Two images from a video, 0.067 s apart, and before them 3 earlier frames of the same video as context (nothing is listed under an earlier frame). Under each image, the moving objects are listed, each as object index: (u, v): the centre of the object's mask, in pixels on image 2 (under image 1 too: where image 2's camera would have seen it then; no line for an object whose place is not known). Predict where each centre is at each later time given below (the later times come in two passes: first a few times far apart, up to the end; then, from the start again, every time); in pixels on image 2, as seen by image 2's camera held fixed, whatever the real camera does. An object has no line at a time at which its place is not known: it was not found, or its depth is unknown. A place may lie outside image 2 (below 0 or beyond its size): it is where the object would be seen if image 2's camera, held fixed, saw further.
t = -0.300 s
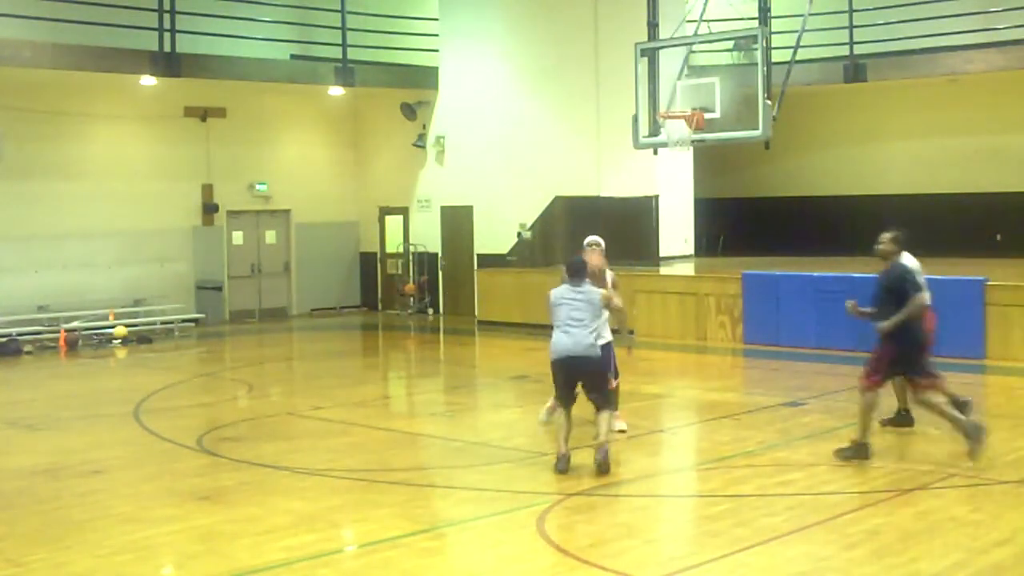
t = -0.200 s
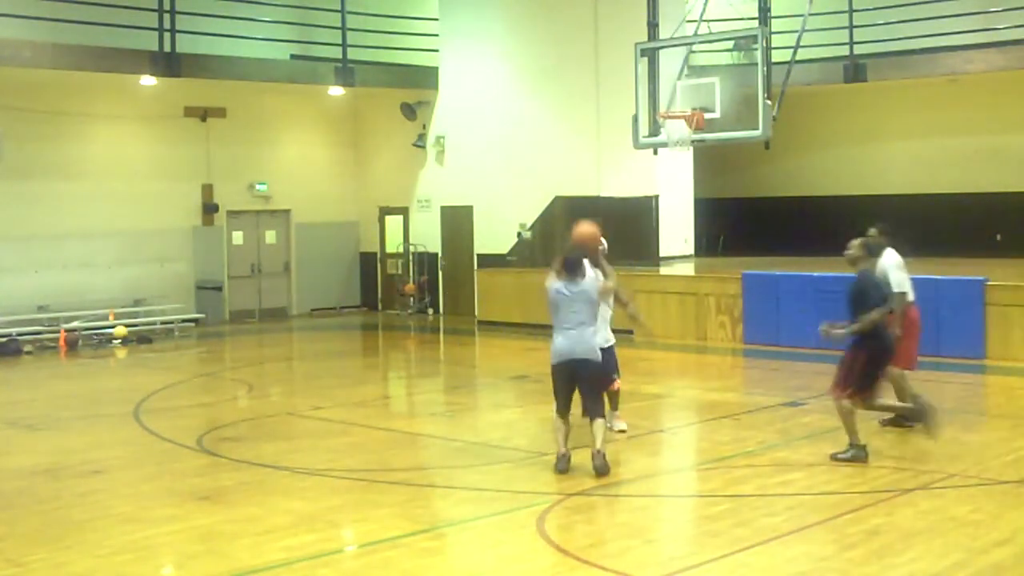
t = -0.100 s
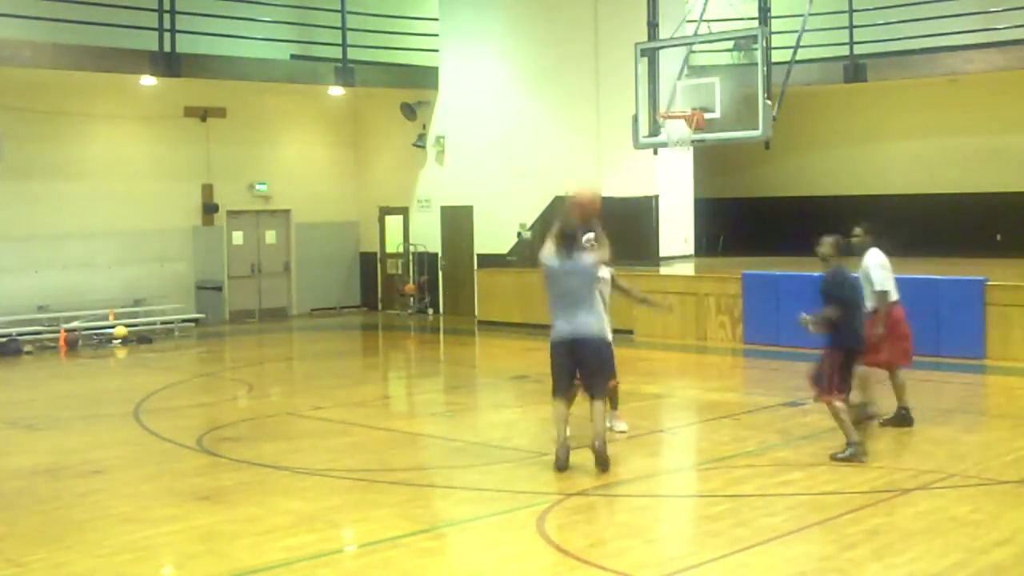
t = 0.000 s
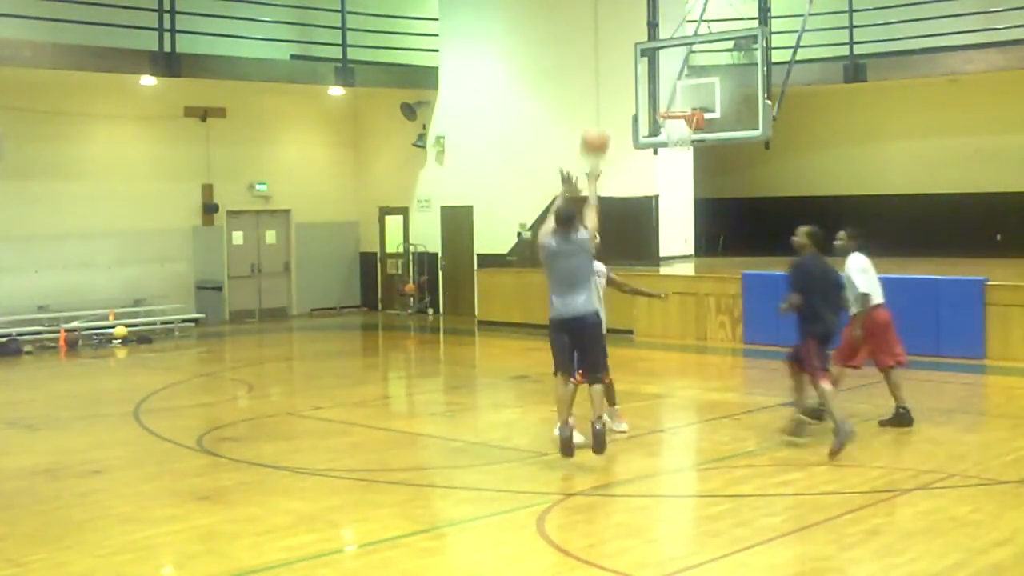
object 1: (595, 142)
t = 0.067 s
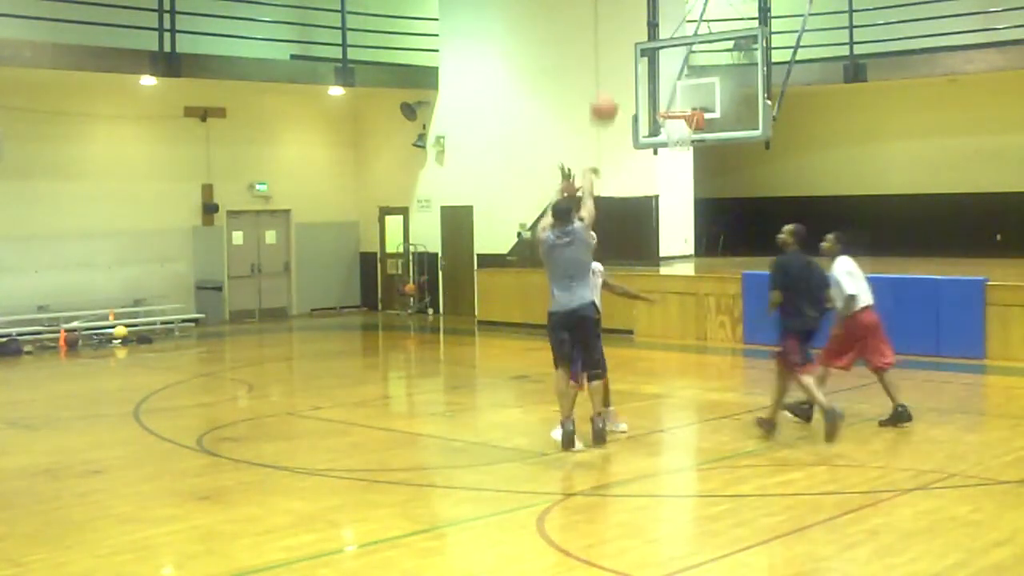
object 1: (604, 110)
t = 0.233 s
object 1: (623, 55)
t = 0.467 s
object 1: (647, 33)
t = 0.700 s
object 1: (668, 65)
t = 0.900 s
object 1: (683, 123)
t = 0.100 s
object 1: (608, 96)
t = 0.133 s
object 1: (611, 84)
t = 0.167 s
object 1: (616, 73)
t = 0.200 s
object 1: (619, 62)
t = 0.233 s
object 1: (623, 55)
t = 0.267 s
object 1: (626, 48)
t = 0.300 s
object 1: (629, 42)
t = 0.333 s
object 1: (633, 37)
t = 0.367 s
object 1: (637, 35)
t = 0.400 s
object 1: (640, 33)
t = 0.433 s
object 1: (643, 33)
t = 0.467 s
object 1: (647, 33)
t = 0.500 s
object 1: (650, 34)
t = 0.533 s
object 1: (653, 37)
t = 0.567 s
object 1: (656, 40)
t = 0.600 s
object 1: (660, 45)
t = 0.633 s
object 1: (662, 50)
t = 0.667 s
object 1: (665, 57)
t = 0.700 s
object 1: (668, 65)
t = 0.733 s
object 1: (671, 72)
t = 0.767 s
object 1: (674, 83)
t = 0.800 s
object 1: (676, 92)
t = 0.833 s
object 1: (678, 103)
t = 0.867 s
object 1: (682, 115)
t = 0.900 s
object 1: (683, 123)
